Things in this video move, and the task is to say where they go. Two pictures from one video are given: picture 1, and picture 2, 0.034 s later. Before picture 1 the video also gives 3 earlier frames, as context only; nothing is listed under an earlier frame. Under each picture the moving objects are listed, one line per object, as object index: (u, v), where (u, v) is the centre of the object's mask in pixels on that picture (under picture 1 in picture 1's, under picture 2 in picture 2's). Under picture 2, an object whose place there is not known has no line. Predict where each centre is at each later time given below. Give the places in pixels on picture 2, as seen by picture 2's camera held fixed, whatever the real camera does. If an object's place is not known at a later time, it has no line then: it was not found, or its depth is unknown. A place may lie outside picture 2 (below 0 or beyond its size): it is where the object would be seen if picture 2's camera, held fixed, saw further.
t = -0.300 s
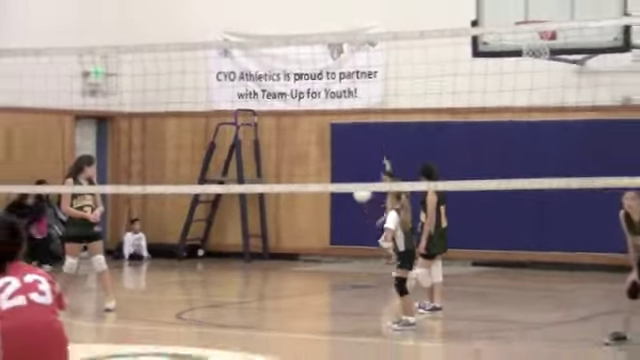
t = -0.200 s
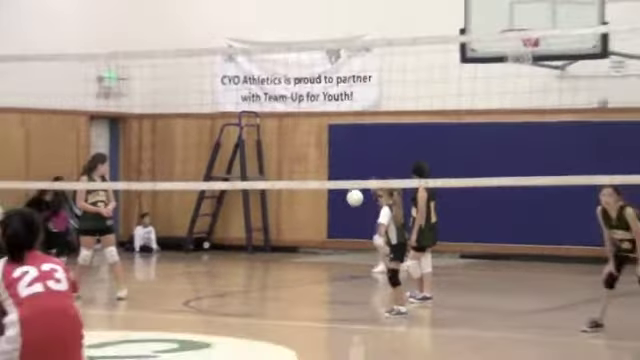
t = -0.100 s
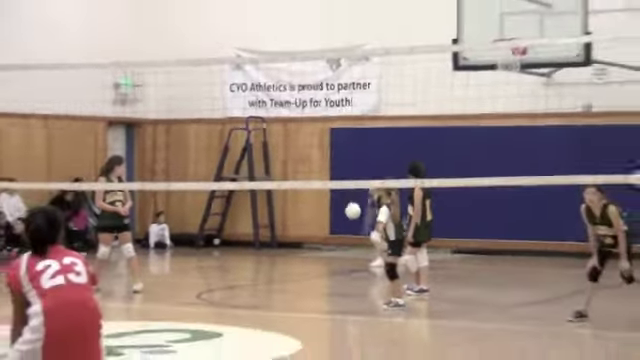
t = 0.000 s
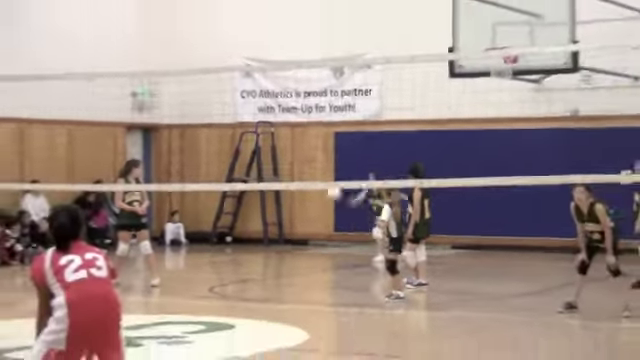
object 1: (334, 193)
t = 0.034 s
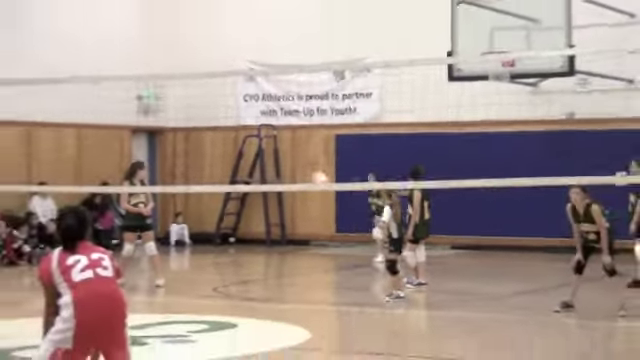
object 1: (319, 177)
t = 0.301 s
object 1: (203, 90)
